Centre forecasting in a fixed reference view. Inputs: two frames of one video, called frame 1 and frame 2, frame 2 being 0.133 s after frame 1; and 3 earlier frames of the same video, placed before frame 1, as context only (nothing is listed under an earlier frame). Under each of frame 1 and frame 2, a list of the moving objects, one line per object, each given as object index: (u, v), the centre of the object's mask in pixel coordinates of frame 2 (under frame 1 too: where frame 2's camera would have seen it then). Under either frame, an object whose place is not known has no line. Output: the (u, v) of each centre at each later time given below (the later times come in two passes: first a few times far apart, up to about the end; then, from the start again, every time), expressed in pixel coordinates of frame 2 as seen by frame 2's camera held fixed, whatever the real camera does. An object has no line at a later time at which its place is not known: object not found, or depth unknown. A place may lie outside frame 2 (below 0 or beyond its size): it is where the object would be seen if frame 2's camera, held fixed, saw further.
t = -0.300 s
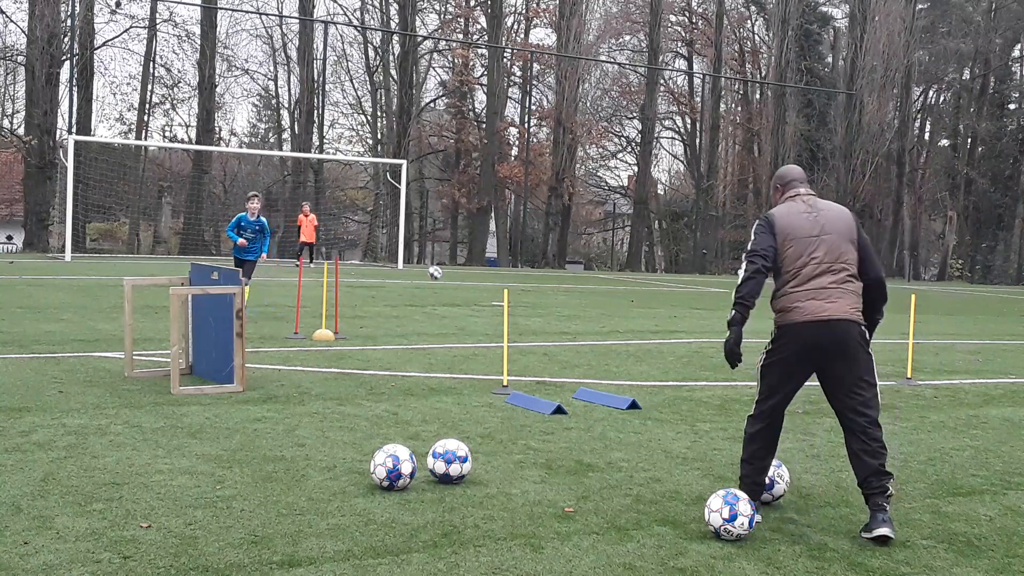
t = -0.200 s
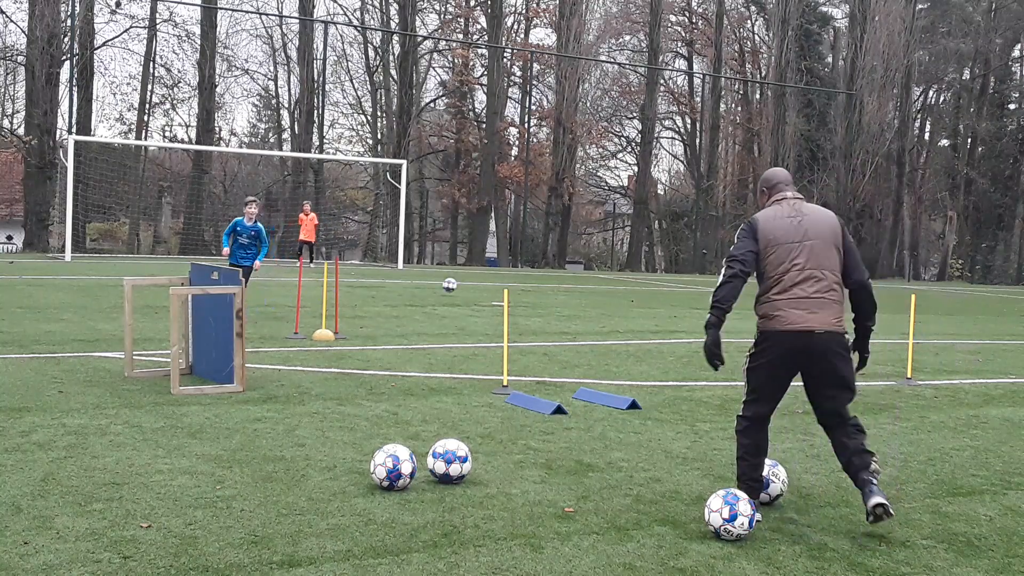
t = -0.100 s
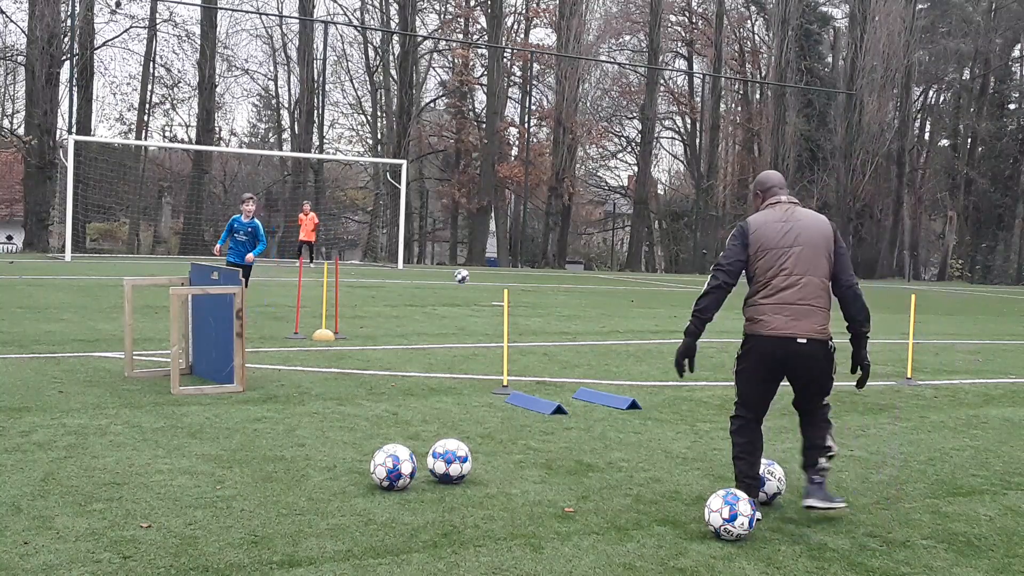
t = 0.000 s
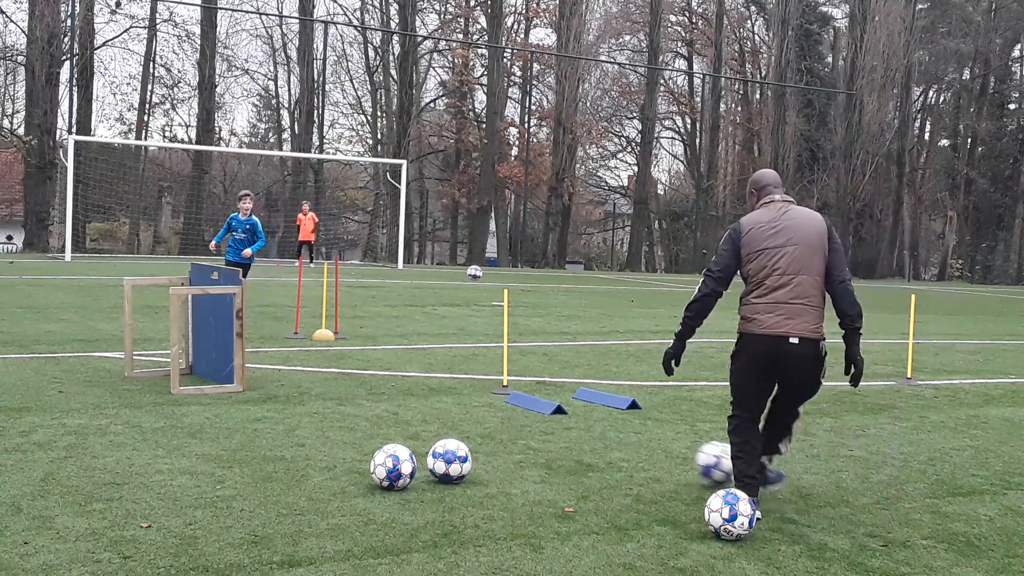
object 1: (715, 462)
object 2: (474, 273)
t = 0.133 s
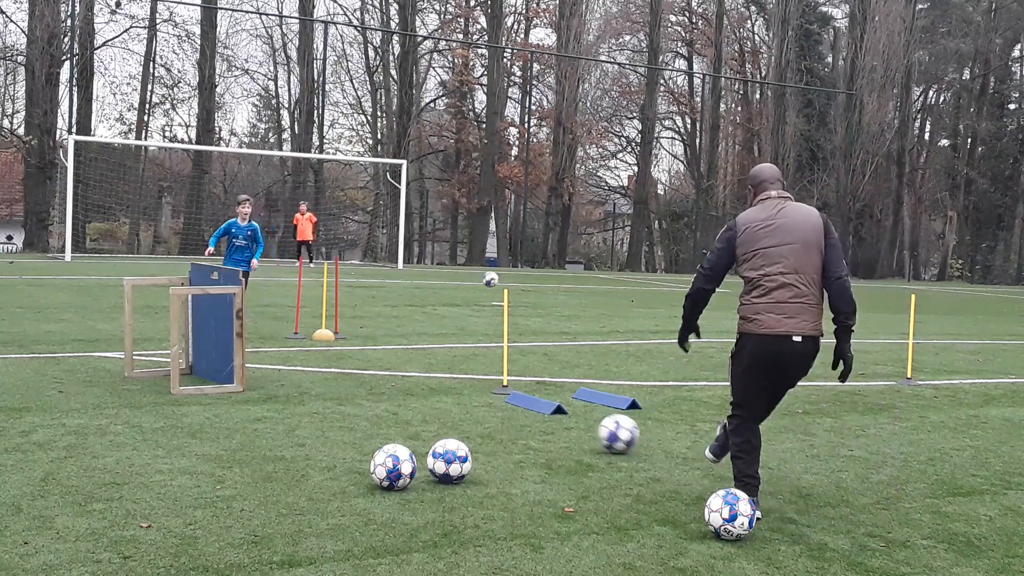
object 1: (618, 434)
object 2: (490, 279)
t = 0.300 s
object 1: (526, 405)
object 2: (513, 306)
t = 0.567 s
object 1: (427, 377)
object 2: (531, 299)
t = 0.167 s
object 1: (598, 428)
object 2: (495, 283)
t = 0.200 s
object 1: (578, 423)
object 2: (498, 287)
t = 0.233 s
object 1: (560, 416)
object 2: (502, 291)
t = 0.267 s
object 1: (543, 411)
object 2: (507, 298)
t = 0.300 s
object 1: (526, 405)
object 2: (513, 306)
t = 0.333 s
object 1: (511, 403)
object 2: (514, 304)
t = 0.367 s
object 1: (496, 398)
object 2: (516, 301)
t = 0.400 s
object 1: (484, 394)
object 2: (519, 299)
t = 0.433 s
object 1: (470, 391)
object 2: (521, 297)
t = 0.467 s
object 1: (459, 387)
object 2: (524, 296)
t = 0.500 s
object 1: (448, 383)
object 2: (526, 296)
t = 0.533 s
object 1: (437, 380)
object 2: (529, 297)
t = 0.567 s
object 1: (427, 377)
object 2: (531, 299)
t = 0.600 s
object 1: (418, 374)
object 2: (534, 302)
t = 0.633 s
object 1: (408, 371)
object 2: (536, 305)
